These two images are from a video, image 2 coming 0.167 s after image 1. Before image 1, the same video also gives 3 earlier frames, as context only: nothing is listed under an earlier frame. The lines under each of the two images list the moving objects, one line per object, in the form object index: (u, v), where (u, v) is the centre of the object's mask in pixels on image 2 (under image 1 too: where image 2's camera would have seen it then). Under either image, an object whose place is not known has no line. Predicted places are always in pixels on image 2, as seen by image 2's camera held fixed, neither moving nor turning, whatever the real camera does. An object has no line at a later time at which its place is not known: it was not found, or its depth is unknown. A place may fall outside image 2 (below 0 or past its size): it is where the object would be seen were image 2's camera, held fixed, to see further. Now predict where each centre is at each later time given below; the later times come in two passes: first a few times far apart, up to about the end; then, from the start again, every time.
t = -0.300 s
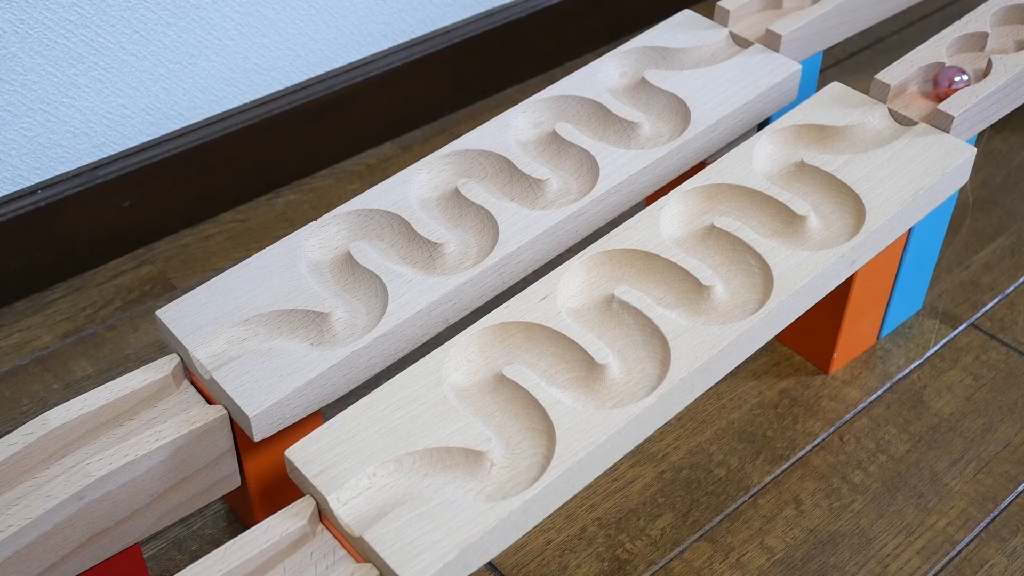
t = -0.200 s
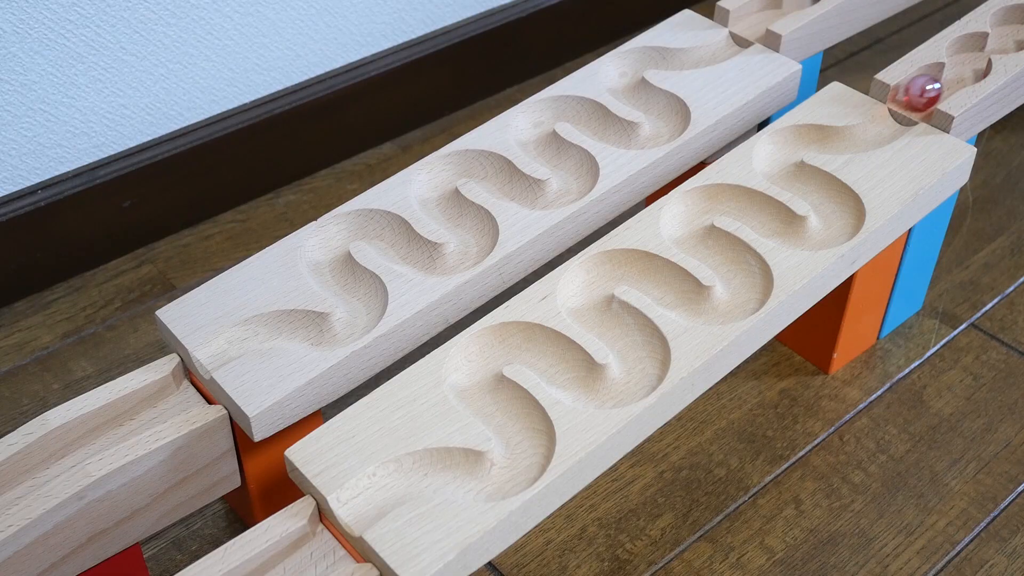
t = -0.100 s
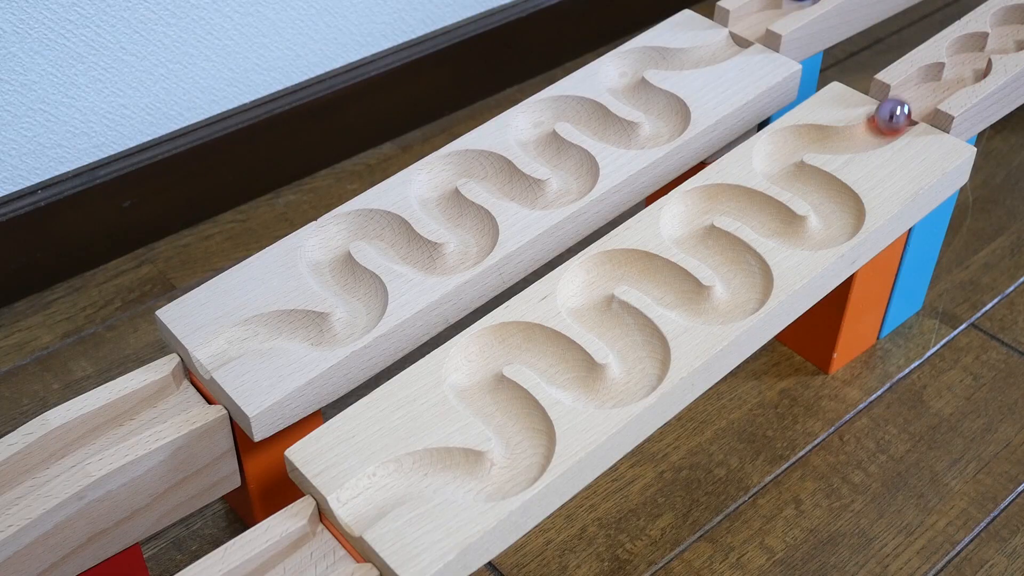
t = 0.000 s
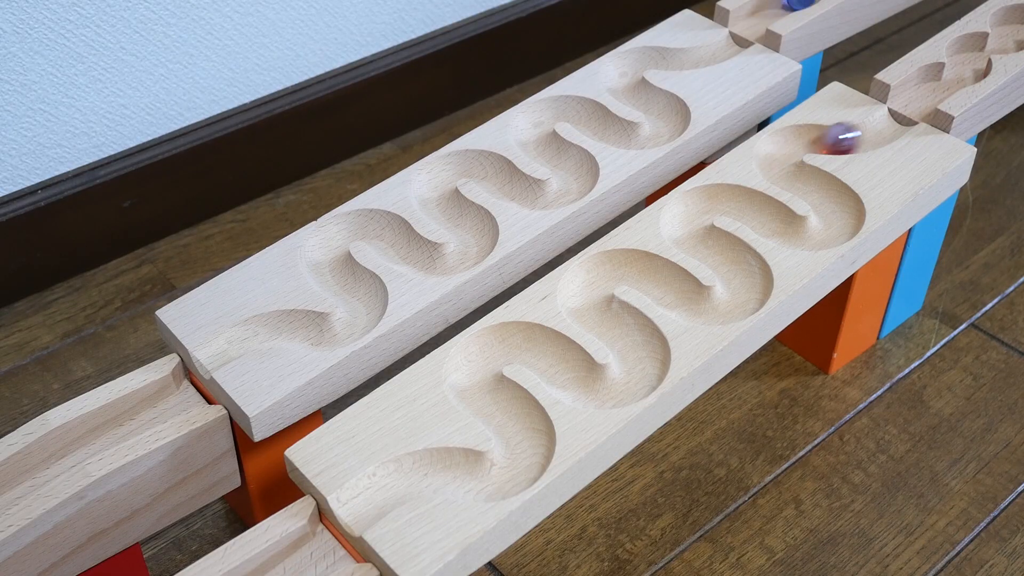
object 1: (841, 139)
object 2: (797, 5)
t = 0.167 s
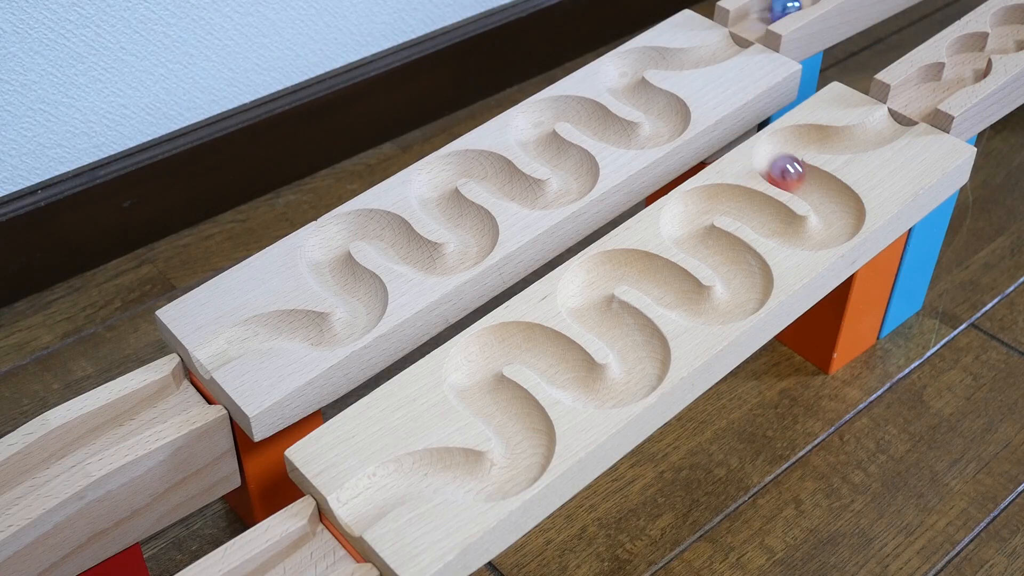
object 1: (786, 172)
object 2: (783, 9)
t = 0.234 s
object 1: (811, 185)
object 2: (767, 13)
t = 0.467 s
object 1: (819, 232)
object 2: (686, 56)
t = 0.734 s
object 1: (703, 201)
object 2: (658, 105)
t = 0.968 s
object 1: (738, 266)
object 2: (611, 131)
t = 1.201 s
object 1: (672, 293)
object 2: (526, 132)
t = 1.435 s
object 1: (581, 303)
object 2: (566, 190)
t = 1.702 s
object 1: (605, 390)
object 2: (461, 163)
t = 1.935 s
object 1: (487, 345)
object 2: (474, 226)
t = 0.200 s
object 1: (797, 178)
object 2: (776, 10)
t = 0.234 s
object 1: (811, 185)
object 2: (767, 13)
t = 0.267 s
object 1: (824, 188)
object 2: (757, 16)
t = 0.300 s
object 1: (828, 195)
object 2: (746, 18)
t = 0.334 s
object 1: (831, 203)
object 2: (738, 25)
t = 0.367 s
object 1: (839, 212)
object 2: (729, 38)
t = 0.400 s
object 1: (844, 218)
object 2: (723, 45)
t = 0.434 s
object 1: (834, 226)
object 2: (706, 51)
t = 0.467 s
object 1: (819, 232)
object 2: (686, 56)
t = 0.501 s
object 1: (808, 235)
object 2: (666, 56)
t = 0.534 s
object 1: (793, 233)
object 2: (643, 58)
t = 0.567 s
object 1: (778, 227)
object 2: (624, 58)
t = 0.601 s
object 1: (765, 218)
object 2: (617, 72)
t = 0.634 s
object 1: (754, 209)
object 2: (623, 84)
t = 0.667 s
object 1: (742, 202)
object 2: (630, 92)
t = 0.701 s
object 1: (724, 199)
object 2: (645, 99)
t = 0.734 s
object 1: (703, 201)
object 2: (658, 105)
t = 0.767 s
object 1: (688, 207)
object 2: (666, 112)
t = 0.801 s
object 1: (682, 220)
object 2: (670, 120)
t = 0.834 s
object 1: (685, 233)
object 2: (665, 127)
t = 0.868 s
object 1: (698, 242)
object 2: (656, 133)
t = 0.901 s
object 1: (717, 249)
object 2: (642, 136)
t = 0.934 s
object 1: (732, 256)
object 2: (625, 136)
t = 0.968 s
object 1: (738, 266)
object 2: (611, 131)
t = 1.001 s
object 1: (742, 279)
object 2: (599, 126)
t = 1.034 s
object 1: (747, 291)
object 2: (588, 118)
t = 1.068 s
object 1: (738, 300)
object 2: (577, 109)
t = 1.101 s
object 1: (718, 307)
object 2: (559, 107)
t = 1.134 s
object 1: (702, 307)
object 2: (543, 114)
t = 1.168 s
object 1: (686, 303)
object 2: (528, 121)
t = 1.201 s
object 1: (672, 293)
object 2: (526, 132)
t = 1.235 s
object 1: (661, 281)
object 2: (537, 143)
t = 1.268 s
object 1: (649, 271)
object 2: (549, 152)
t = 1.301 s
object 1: (629, 268)
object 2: (563, 160)
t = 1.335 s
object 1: (608, 268)
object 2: (577, 167)
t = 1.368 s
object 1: (591, 274)
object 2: (579, 174)
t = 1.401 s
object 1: (581, 288)
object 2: (571, 183)
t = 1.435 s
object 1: (581, 303)
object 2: (566, 190)
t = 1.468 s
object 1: (594, 315)
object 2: (553, 194)
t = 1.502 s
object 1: (614, 324)
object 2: (535, 195)
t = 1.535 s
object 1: (630, 331)
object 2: (520, 193)
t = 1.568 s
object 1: (637, 343)
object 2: (509, 187)
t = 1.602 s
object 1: (639, 359)
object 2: (499, 180)
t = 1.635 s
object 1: (638, 375)
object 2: (488, 171)
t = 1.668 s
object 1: (624, 385)
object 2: (476, 162)
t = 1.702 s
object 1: (605, 390)
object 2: (461, 163)
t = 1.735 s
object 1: (584, 388)
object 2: (445, 171)
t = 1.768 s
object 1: (569, 379)
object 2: (429, 178)
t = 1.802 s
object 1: (559, 366)
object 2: (428, 190)
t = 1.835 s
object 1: (548, 351)
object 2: (436, 202)
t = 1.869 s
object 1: (532, 345)
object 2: (447, 211)
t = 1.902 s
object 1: (509, 343)
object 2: (460, 219)
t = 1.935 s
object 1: (487, 345)
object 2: (474, 226)
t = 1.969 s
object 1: (474, 358)
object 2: (478, 235)
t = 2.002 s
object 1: (467, 377)
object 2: (471, 245)
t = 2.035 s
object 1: (473, 392)
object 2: (462, 254)
